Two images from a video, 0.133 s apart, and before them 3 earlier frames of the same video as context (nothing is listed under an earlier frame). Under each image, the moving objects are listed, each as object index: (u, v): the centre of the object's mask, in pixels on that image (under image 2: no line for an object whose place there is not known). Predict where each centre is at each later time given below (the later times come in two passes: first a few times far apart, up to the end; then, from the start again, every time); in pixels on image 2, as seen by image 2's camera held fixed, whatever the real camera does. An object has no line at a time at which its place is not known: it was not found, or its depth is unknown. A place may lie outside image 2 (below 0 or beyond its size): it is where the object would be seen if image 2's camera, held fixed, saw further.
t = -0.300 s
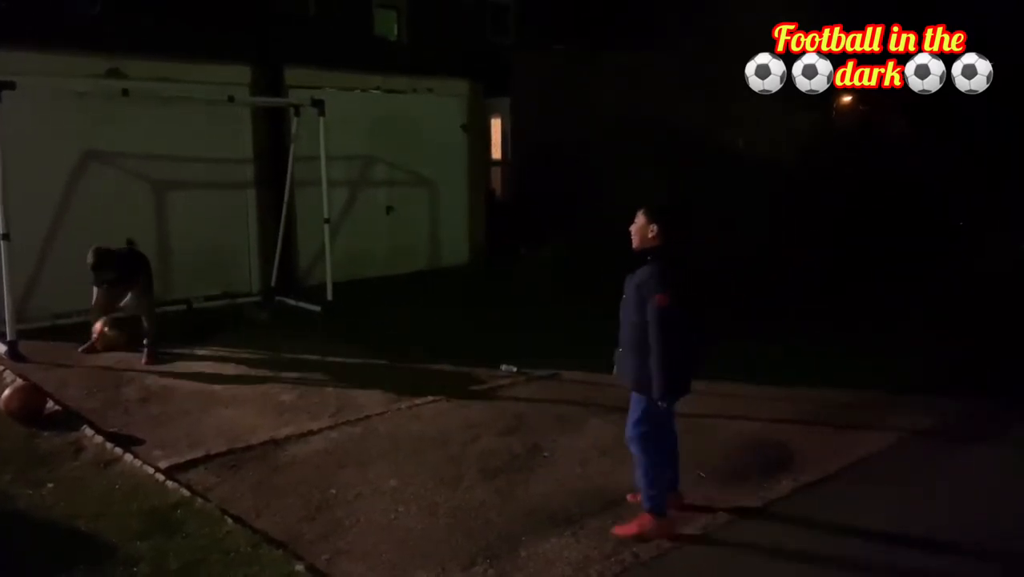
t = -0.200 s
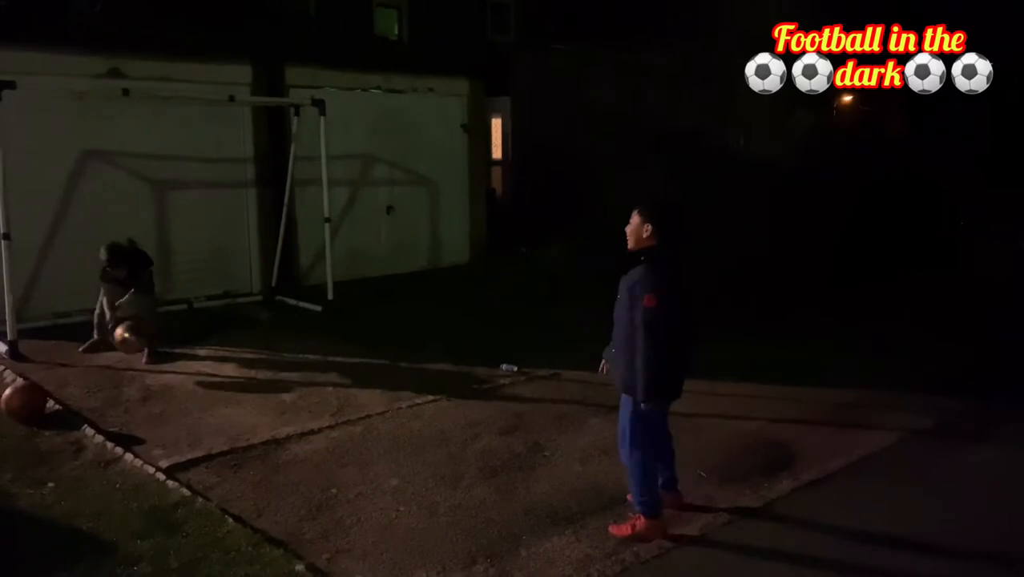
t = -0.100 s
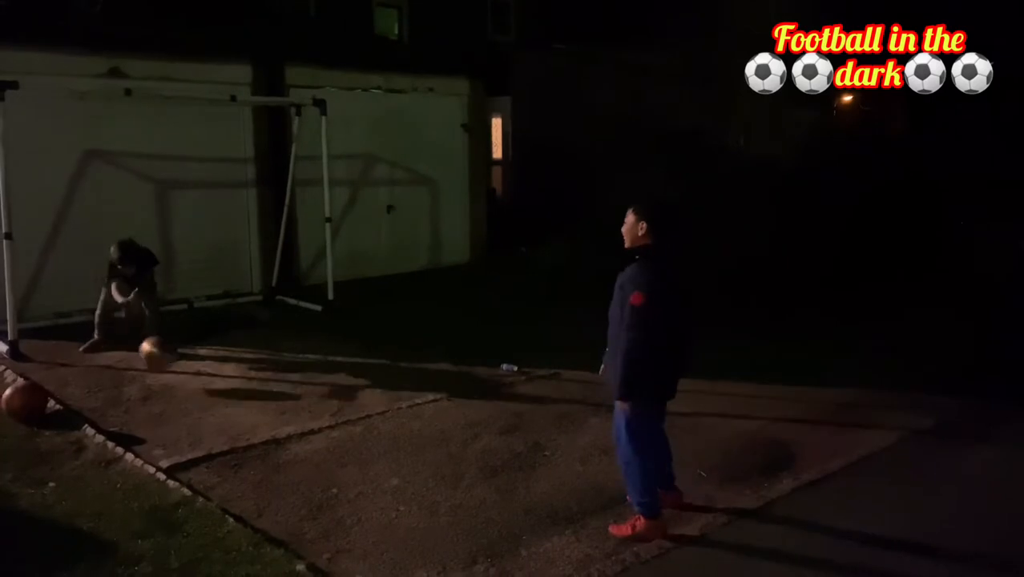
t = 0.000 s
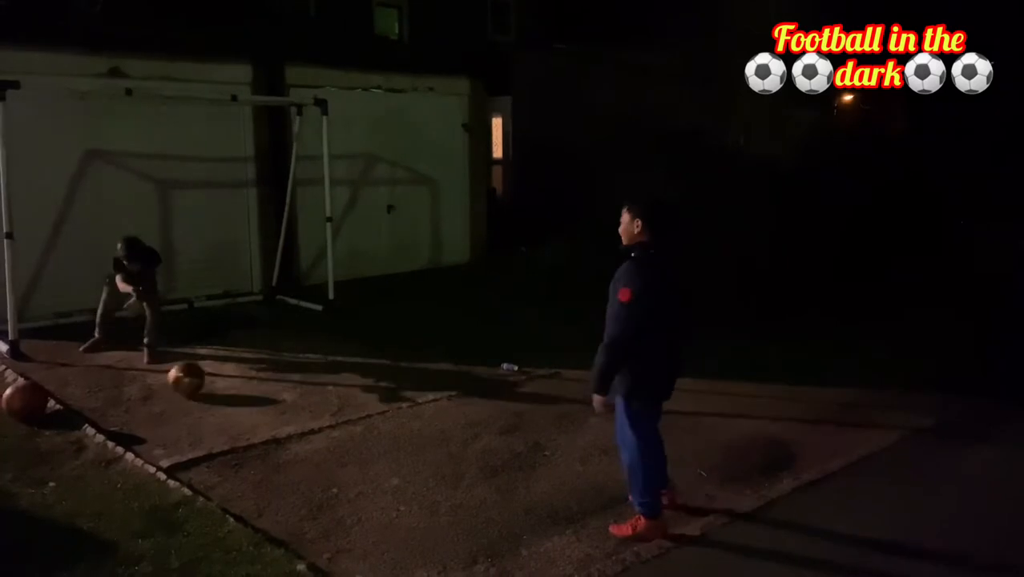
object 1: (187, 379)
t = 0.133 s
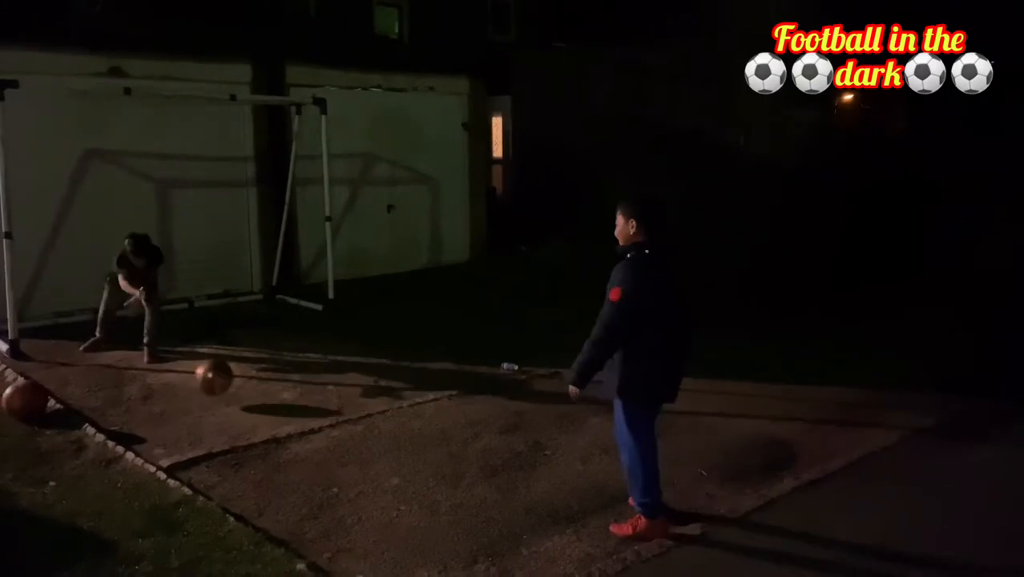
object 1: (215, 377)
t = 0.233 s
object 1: (238, 395)
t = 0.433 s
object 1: (284, 406)
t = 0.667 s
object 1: (341, 424)
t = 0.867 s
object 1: (390, 447)
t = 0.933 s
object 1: (408, 453)
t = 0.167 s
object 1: (221, 381)
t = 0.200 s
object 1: (229, 387)
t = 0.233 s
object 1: (238, 395)
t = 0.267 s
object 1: (245, 394)
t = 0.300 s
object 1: (252, 394)
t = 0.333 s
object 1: (260, 396)
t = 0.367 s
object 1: (268, 400)
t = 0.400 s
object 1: (276, 406)
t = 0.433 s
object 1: (284, 406)
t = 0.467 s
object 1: (292, 408)
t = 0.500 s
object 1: (300, 411)
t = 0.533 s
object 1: (309, 414)
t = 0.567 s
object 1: (318, 418)
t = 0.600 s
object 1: (326, 421)
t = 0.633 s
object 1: (334, 422)
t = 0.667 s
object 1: (341, 424)
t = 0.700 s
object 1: (348, 428)
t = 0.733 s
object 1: (356, 435)
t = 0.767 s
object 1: (365, 436)
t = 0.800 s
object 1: (373, 441)
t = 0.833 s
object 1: (381, 443)
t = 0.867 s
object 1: (390, 447)
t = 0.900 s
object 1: (400, 450)
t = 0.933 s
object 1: (408, 453)
